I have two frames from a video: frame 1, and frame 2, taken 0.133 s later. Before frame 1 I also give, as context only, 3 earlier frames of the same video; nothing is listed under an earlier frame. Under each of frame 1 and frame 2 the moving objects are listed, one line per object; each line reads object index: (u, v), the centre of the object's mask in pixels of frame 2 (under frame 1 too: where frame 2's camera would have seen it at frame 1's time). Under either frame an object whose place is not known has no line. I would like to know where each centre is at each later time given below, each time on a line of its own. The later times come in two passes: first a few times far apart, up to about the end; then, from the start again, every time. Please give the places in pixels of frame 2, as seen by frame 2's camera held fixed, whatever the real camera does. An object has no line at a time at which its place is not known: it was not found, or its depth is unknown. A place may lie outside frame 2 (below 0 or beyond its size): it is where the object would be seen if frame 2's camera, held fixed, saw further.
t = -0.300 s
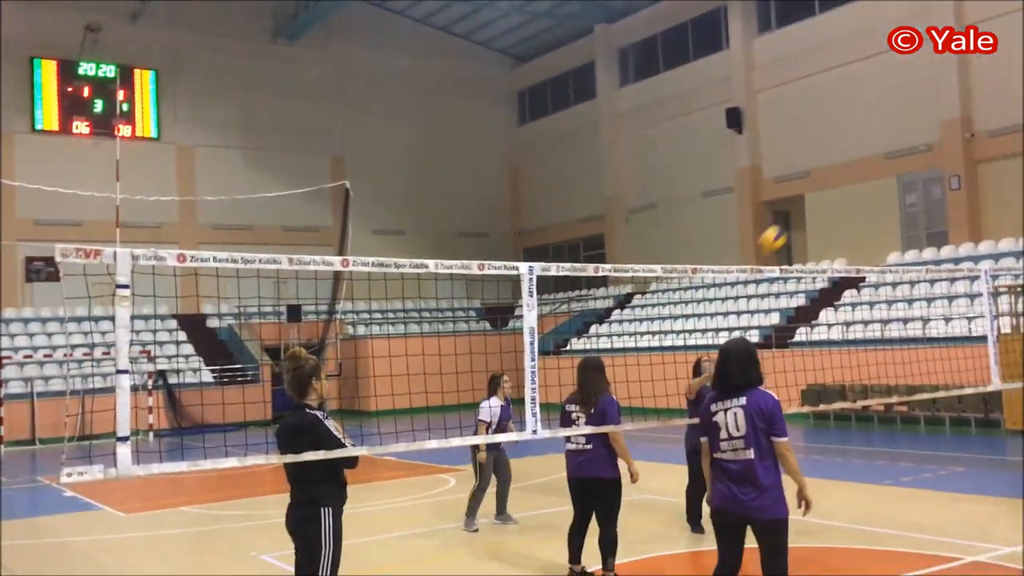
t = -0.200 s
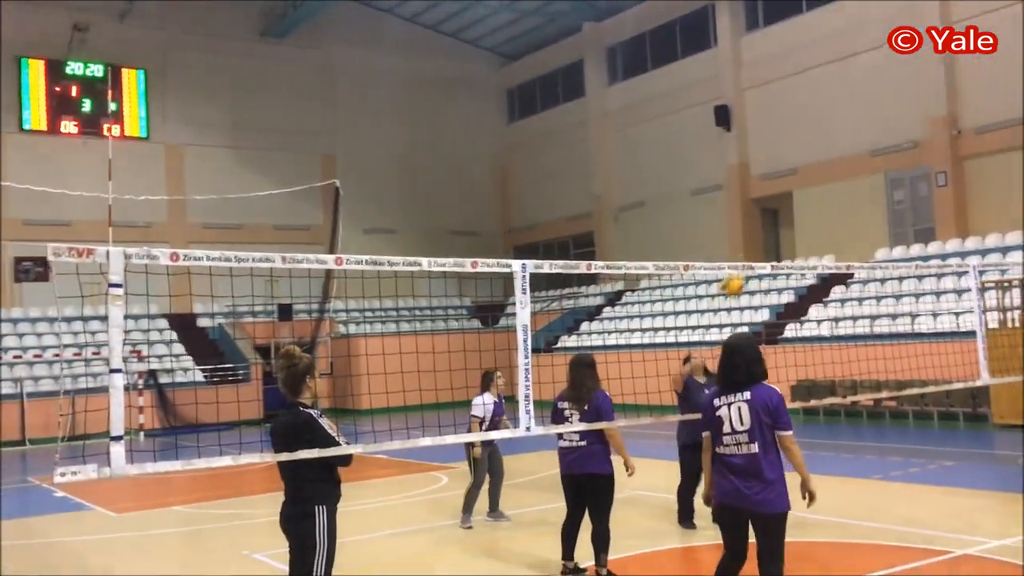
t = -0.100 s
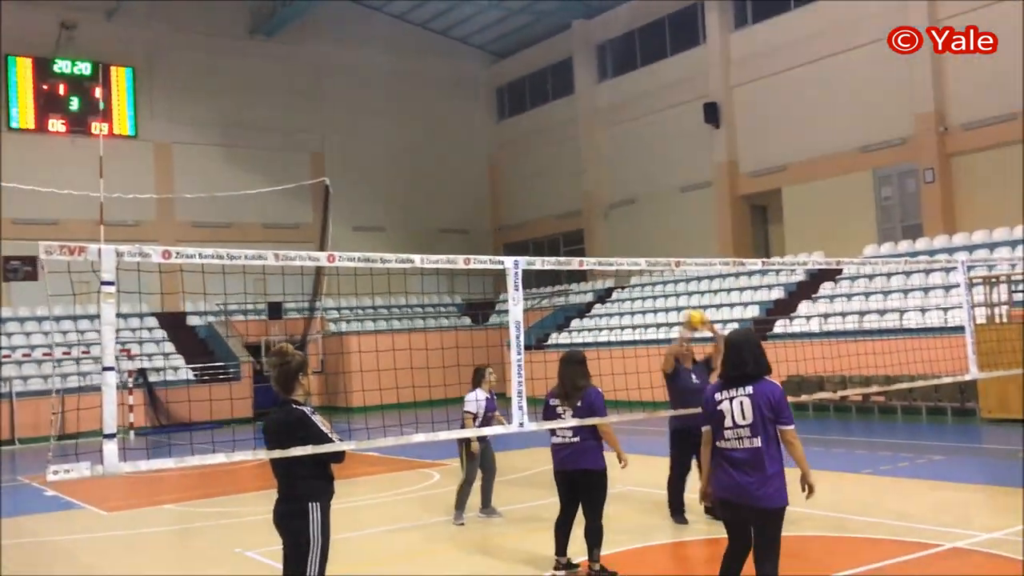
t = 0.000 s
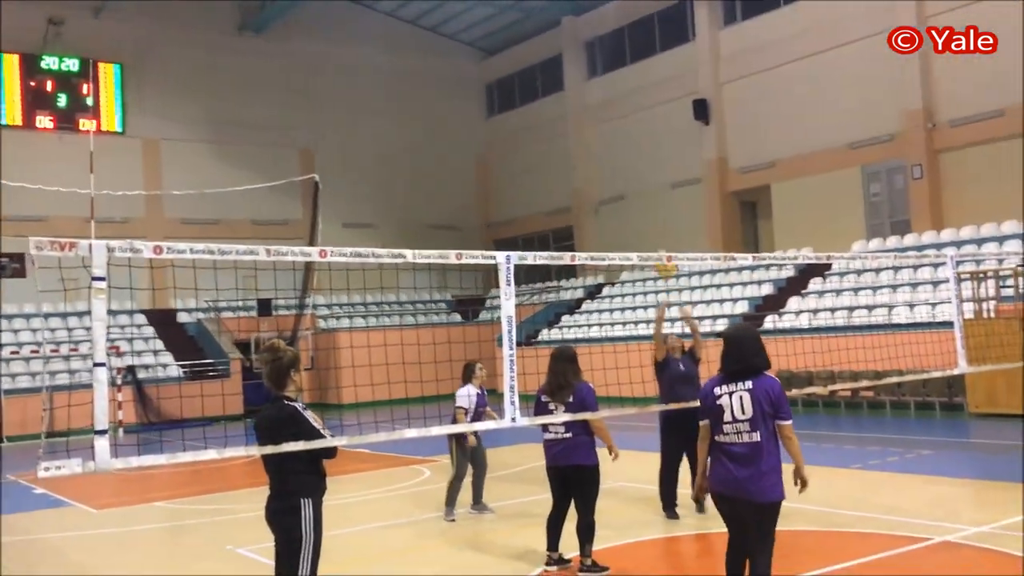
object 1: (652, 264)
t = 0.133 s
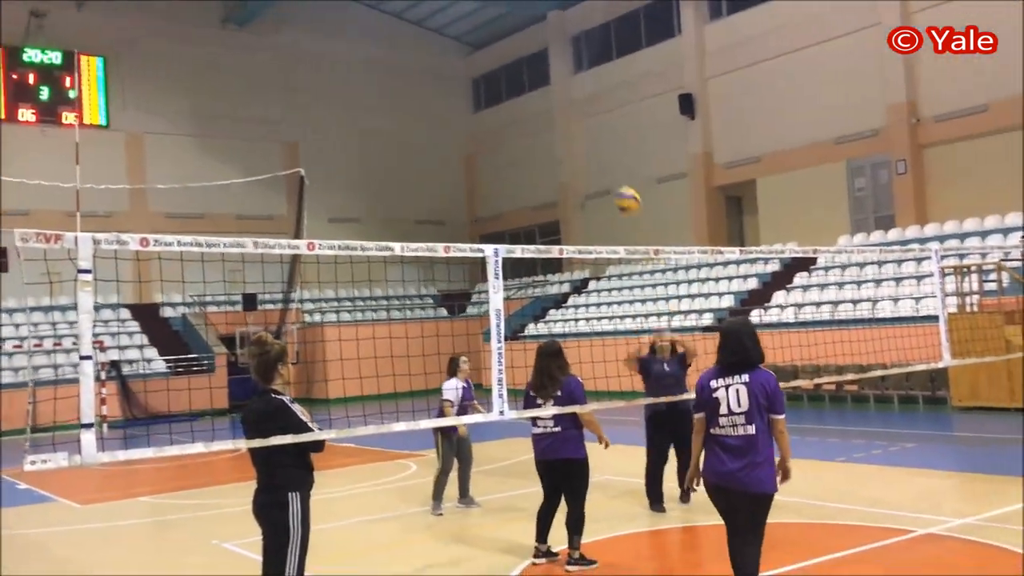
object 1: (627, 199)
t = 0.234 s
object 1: (611, 170)
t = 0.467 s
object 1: (569, 138)
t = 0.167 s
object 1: (621, 188)
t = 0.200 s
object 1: (616, 179)
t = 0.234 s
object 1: (611, 170)
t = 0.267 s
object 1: (603, 161)
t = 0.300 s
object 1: (597, 153)
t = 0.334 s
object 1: (592, 148)
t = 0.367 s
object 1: (586, 143)
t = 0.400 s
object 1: (580, 140)
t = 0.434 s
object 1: (573, 137)
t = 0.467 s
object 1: (569, 138)
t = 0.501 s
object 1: (562, 138)
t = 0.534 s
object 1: (556, 140)
